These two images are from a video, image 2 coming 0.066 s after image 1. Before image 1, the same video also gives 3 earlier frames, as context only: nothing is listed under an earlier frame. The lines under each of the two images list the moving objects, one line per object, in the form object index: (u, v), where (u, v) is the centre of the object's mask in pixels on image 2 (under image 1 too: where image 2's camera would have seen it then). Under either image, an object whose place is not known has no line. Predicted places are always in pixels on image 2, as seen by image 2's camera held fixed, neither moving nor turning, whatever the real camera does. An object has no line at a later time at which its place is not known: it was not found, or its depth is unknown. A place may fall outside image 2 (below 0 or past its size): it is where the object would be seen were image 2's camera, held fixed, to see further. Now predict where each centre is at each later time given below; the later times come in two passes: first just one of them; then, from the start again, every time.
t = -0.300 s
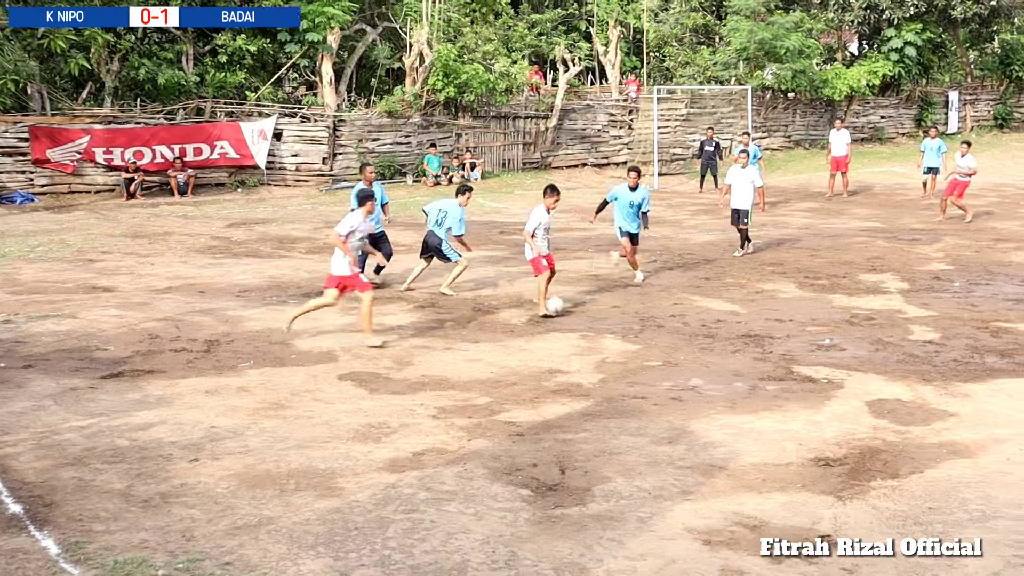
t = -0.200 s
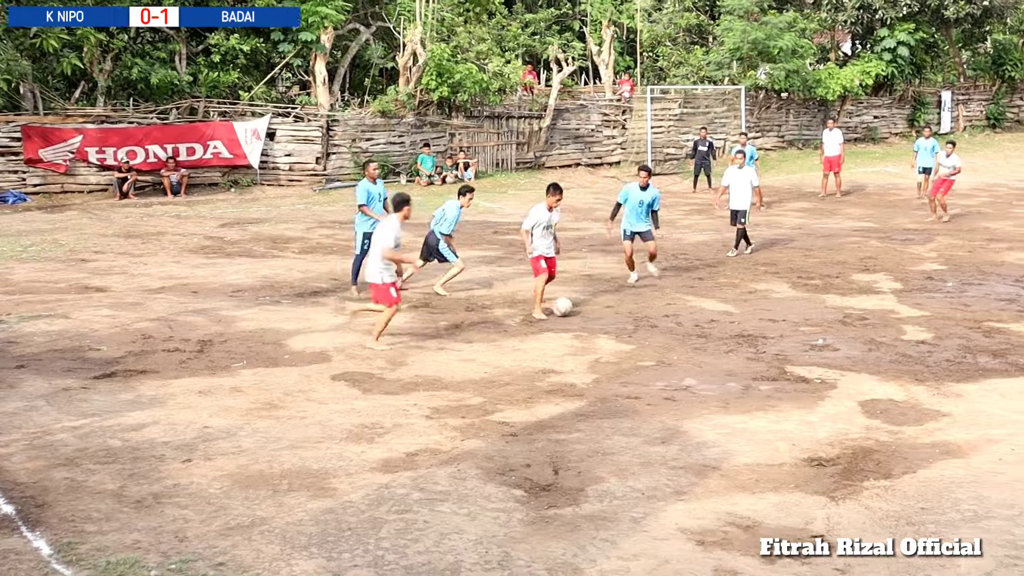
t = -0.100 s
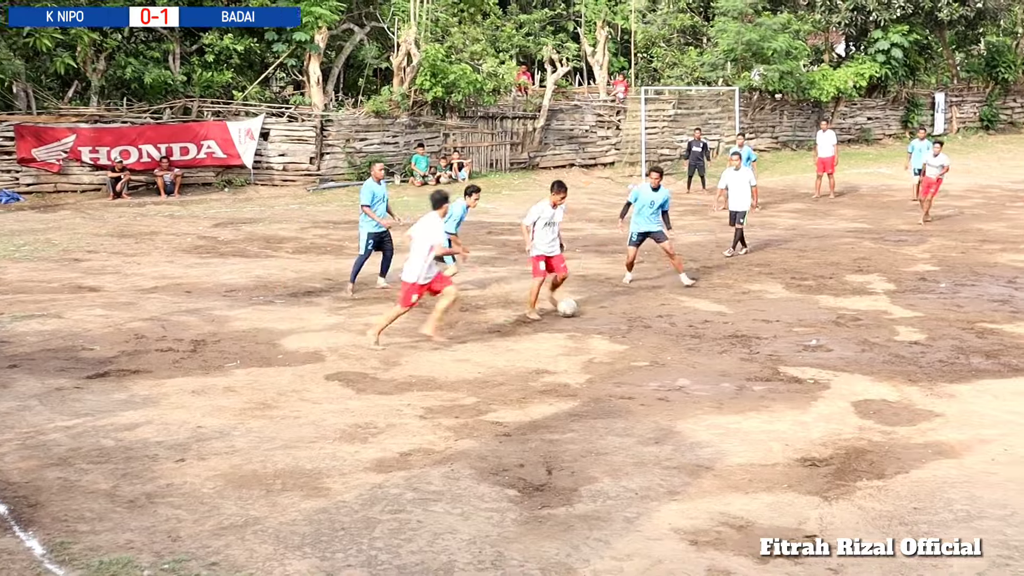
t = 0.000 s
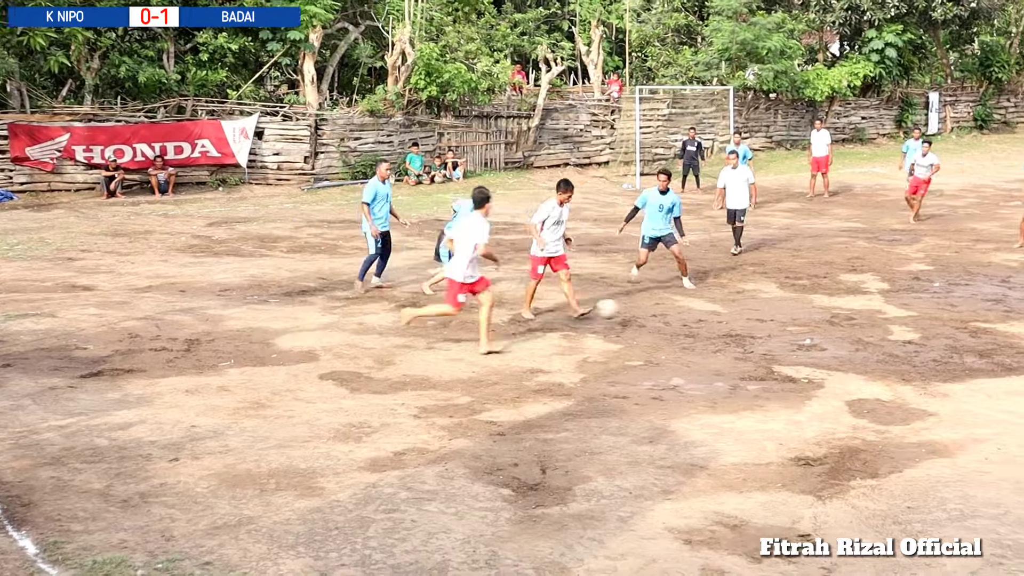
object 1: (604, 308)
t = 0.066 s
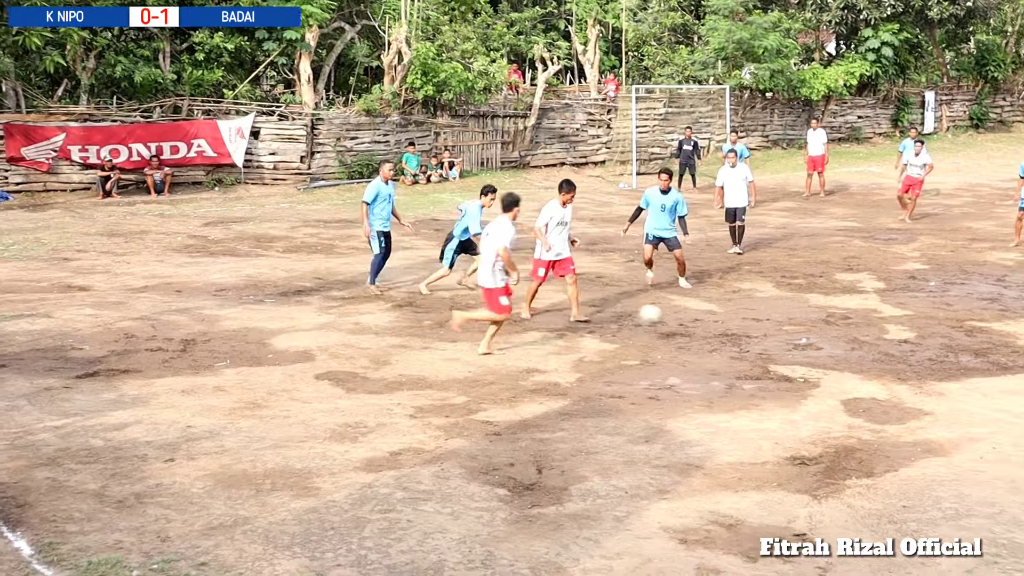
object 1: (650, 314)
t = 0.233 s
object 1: (779, 352)
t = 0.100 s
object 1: (674, 317)
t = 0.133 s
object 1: (699, 324)
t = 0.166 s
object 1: (725, 332)
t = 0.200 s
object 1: (751, 341)
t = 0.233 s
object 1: (779, 352)
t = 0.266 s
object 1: (809, 366)
